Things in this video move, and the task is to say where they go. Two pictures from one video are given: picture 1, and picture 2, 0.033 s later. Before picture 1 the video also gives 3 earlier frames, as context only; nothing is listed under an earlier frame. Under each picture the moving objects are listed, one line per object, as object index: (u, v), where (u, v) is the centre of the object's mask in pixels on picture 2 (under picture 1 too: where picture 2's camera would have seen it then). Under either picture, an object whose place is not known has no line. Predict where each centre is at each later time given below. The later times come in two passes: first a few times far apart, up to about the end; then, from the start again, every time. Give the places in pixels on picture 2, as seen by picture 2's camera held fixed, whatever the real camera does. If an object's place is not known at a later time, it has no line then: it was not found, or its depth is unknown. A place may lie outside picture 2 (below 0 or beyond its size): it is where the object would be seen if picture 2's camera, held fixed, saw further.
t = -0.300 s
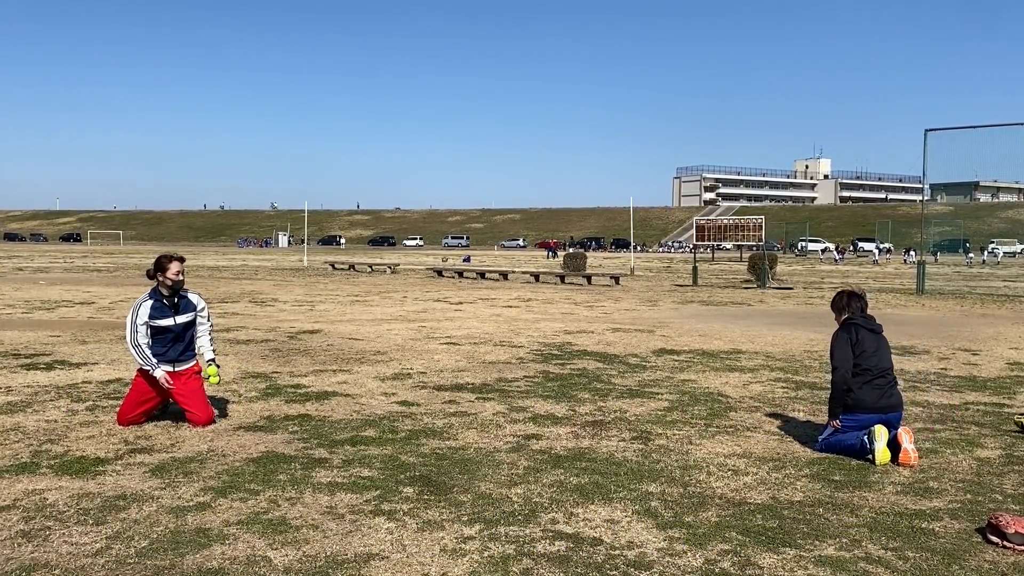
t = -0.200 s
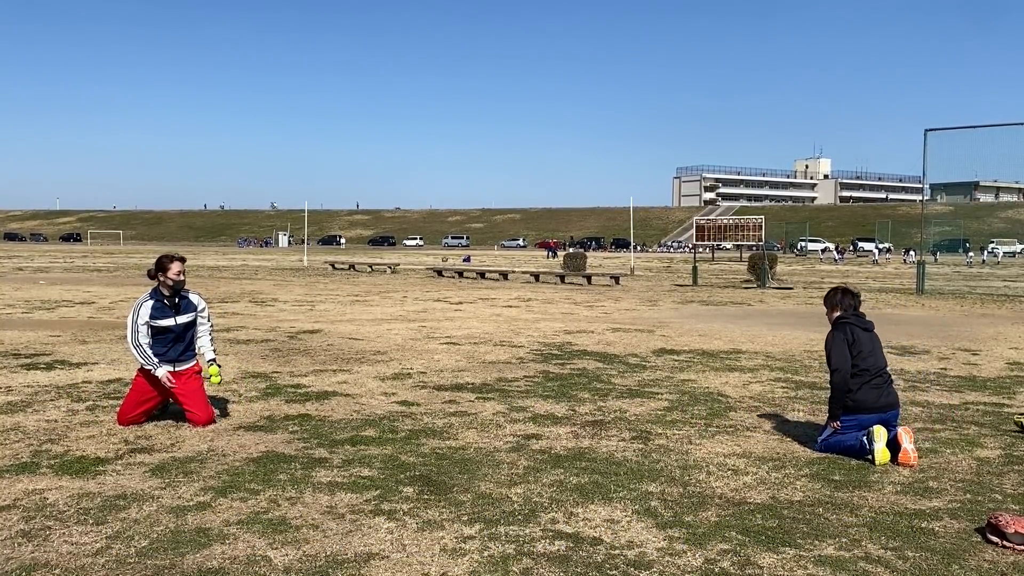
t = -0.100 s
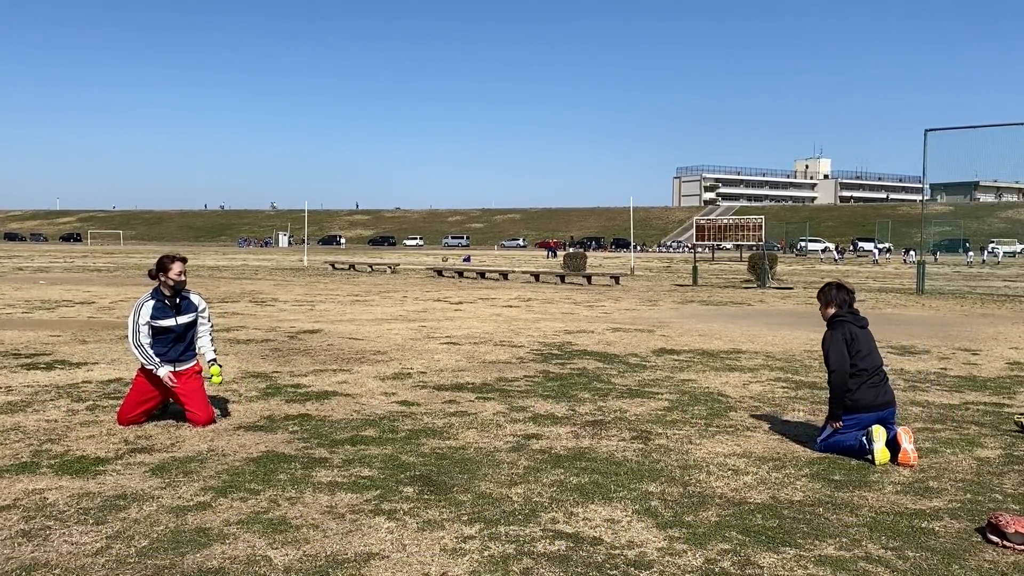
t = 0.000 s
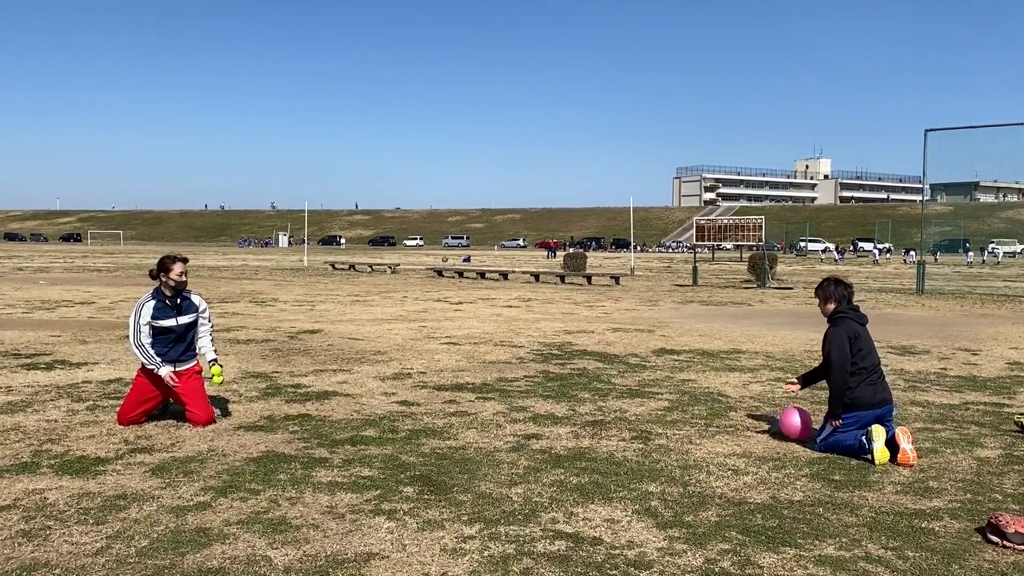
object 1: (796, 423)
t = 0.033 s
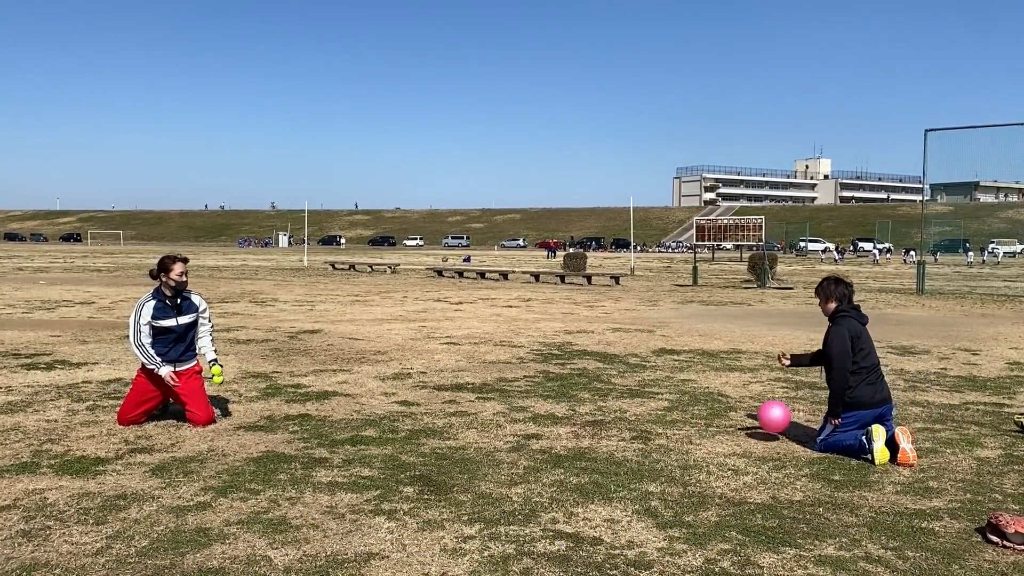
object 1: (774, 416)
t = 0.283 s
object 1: (599, 421)
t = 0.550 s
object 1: (424, 421)
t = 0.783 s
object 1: (279, 423)
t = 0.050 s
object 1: (763, 414)
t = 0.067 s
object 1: (751, 411)
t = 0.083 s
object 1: (739, 409)
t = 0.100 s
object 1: (727, 408)
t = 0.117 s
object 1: (715, 407)
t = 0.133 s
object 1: (703, 407)
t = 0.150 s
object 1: (692, 407)
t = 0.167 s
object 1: (681, 408)
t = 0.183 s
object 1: (669, 408)
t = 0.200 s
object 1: (658, 409)
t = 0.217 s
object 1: (646, 410)
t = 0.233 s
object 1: (633, 412)
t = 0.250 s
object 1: (622, 415)
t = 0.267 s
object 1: (610, 418)
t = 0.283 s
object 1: (599, 421)
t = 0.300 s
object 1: (588, 425)
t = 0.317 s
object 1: (577, 427)
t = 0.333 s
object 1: (566, 424)
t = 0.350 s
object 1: (555, 421)
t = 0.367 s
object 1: (544, 418)
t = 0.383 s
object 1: (533, 416)
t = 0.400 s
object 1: (521, 416)
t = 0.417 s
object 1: (510, 415)
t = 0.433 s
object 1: (500, 414)
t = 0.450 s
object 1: (490, 414)
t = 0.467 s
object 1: (479, 414)
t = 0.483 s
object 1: (468, 415)
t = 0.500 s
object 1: (457, 415)
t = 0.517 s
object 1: (446, 416)
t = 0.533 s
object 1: (435, 418)
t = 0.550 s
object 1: (424, 421)
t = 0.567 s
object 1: (413, 424)
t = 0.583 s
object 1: (403, 424)
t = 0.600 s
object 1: (392, 423)
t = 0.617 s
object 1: (382, 421)
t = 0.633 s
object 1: (372, 419)
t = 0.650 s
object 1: (362, 418)
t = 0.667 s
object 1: (351, 417)
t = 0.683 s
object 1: (340, 416)
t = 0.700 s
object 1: (330, 416)
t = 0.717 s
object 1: (319, 417)
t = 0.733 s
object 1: (308, 418)
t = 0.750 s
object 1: (299, 420)
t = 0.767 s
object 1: (289, 422)
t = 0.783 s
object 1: (279, 423)
